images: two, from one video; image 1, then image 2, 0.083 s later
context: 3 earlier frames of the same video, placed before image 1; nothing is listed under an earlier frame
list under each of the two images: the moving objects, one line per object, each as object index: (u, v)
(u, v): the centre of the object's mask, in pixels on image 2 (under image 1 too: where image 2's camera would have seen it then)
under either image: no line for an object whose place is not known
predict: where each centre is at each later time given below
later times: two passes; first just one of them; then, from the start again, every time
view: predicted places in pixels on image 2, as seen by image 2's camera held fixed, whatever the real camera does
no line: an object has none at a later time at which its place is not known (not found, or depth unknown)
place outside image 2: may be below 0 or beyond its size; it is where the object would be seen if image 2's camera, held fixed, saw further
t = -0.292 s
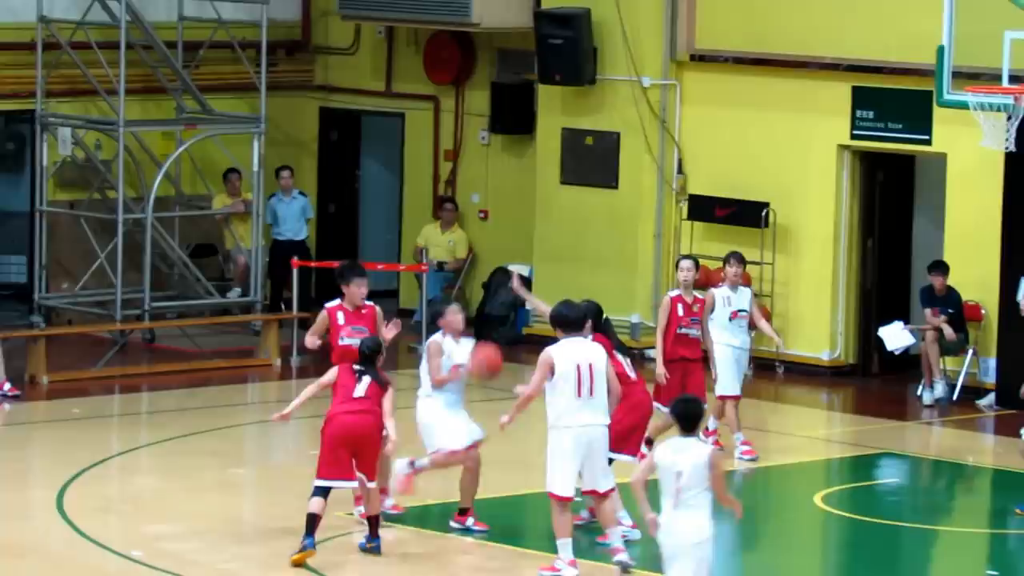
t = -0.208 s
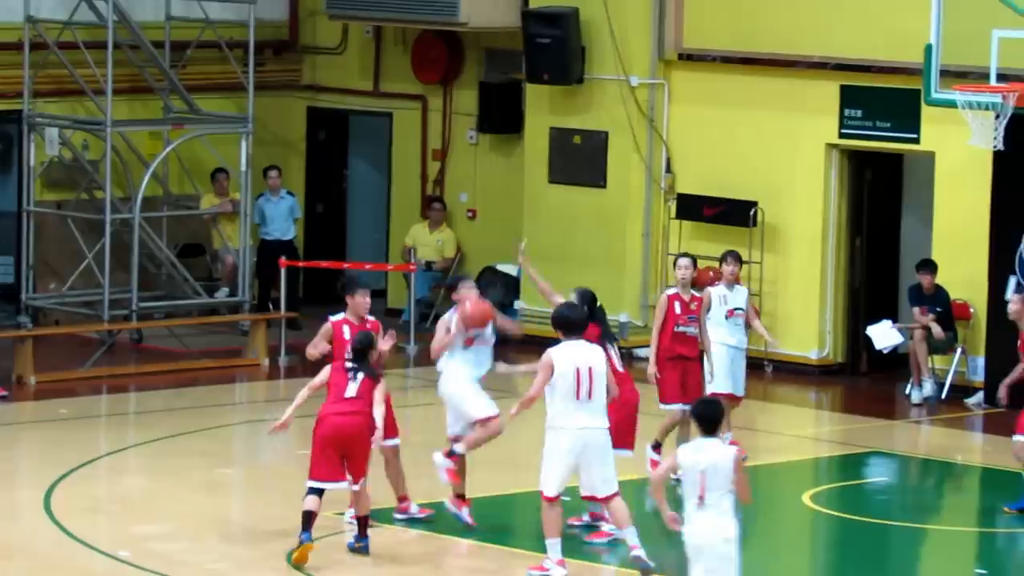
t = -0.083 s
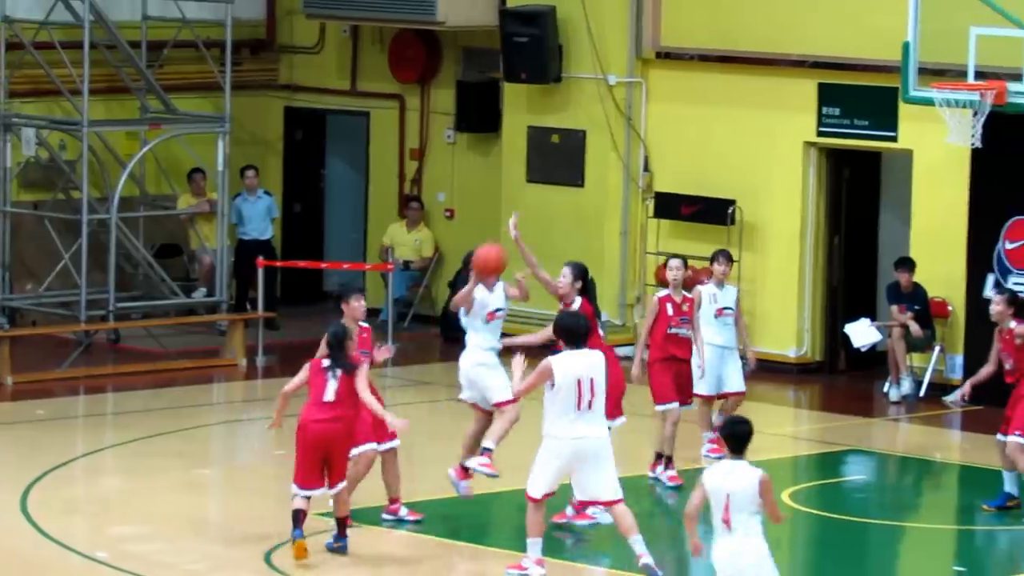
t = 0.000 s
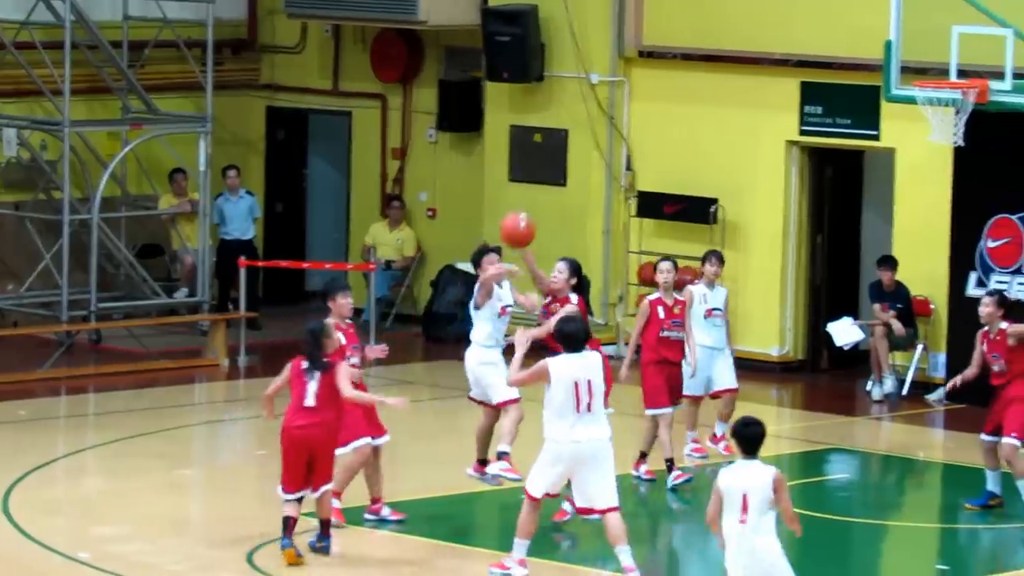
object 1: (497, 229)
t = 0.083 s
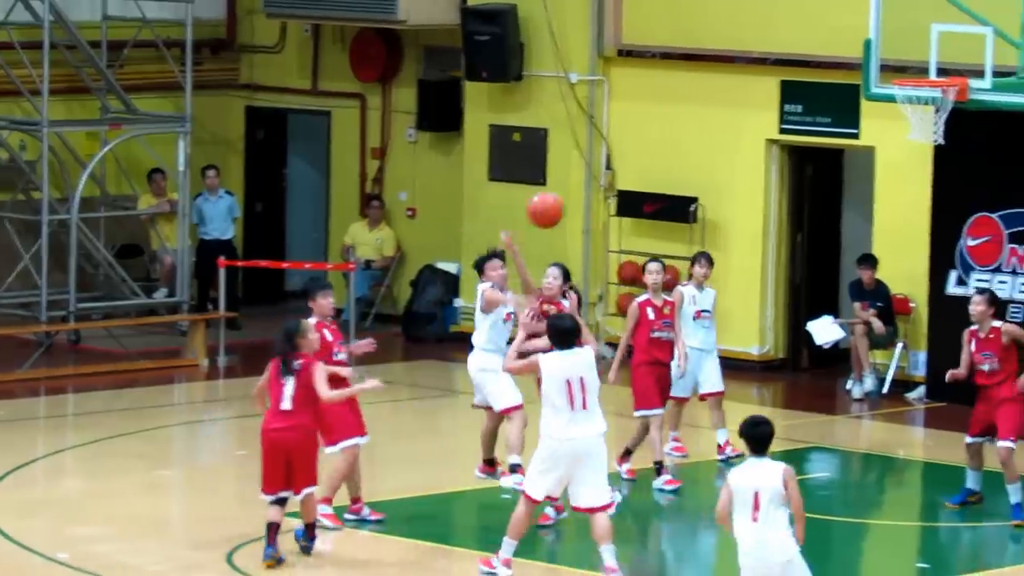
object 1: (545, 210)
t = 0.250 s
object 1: (643, 200)
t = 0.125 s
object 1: (569, 204)
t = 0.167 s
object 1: (593, 200)
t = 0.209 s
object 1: (618, 199)
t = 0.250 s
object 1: (643, 200)
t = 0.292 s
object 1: (669, 205)
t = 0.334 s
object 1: (694, 212)
